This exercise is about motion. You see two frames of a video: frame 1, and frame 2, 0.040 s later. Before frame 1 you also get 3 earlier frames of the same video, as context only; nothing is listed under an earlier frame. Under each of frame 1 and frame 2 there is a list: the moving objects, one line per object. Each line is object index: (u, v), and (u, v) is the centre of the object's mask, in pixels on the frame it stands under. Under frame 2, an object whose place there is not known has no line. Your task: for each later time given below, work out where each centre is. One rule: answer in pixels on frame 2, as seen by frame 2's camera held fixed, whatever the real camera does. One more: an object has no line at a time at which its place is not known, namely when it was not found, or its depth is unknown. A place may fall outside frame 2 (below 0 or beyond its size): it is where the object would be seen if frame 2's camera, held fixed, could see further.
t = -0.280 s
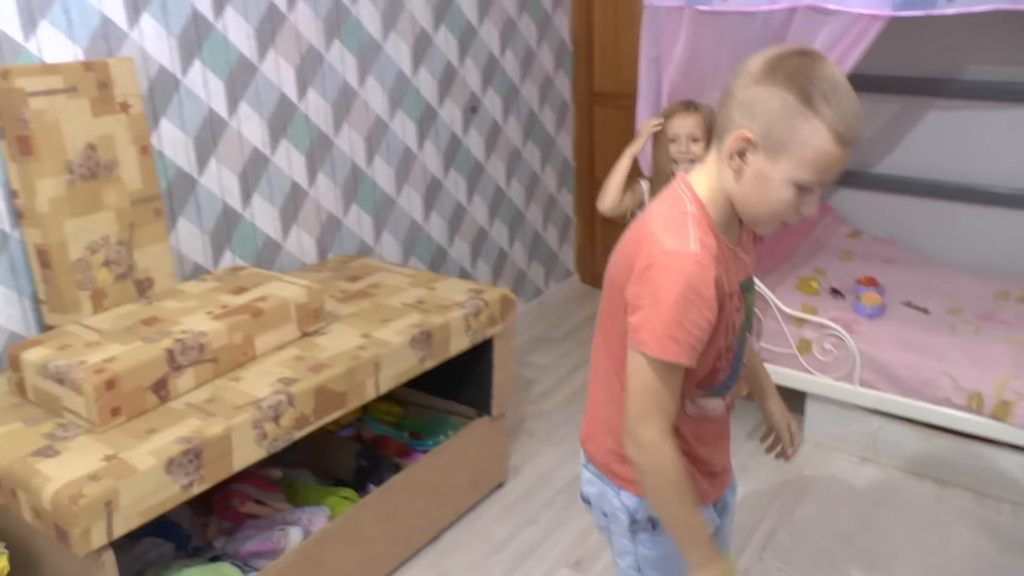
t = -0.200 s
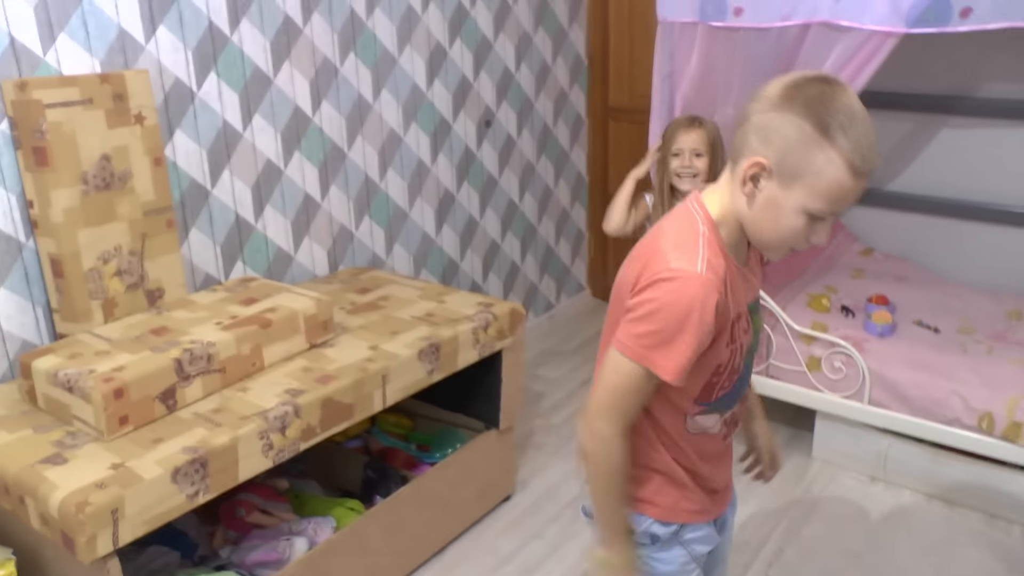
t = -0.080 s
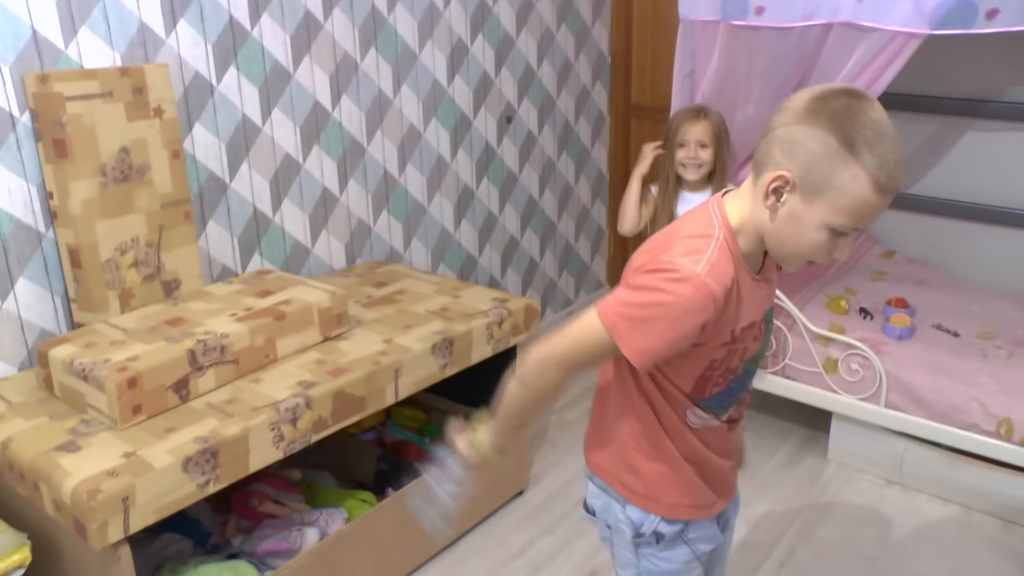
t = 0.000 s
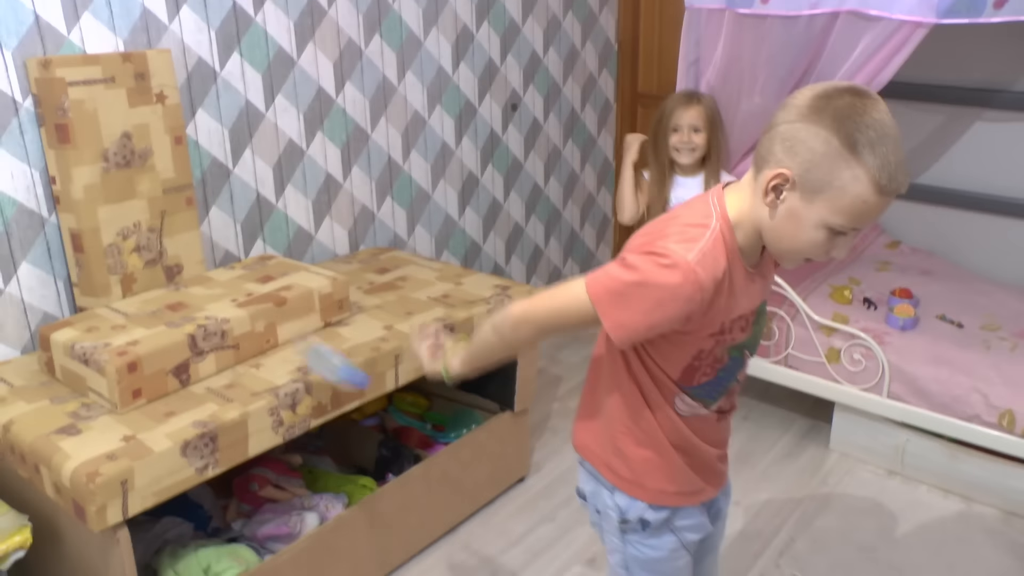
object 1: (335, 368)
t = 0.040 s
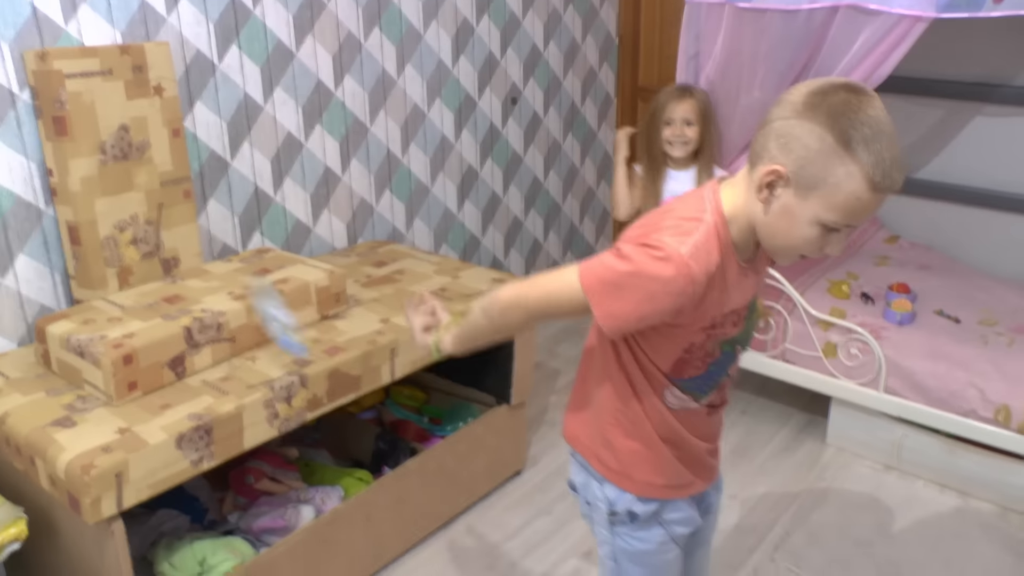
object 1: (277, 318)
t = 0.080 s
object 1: (233, 282)
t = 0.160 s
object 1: (189, 231)
